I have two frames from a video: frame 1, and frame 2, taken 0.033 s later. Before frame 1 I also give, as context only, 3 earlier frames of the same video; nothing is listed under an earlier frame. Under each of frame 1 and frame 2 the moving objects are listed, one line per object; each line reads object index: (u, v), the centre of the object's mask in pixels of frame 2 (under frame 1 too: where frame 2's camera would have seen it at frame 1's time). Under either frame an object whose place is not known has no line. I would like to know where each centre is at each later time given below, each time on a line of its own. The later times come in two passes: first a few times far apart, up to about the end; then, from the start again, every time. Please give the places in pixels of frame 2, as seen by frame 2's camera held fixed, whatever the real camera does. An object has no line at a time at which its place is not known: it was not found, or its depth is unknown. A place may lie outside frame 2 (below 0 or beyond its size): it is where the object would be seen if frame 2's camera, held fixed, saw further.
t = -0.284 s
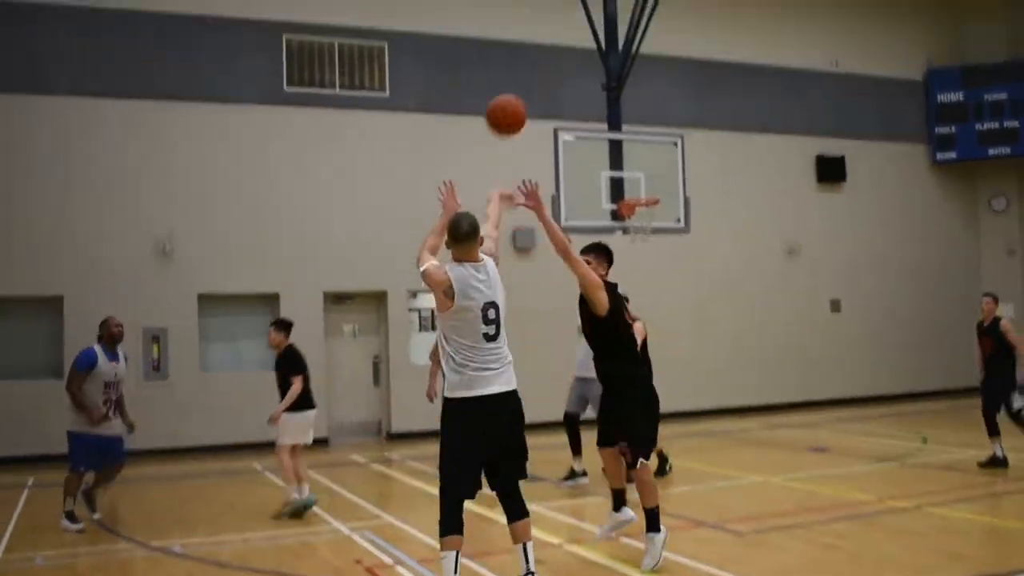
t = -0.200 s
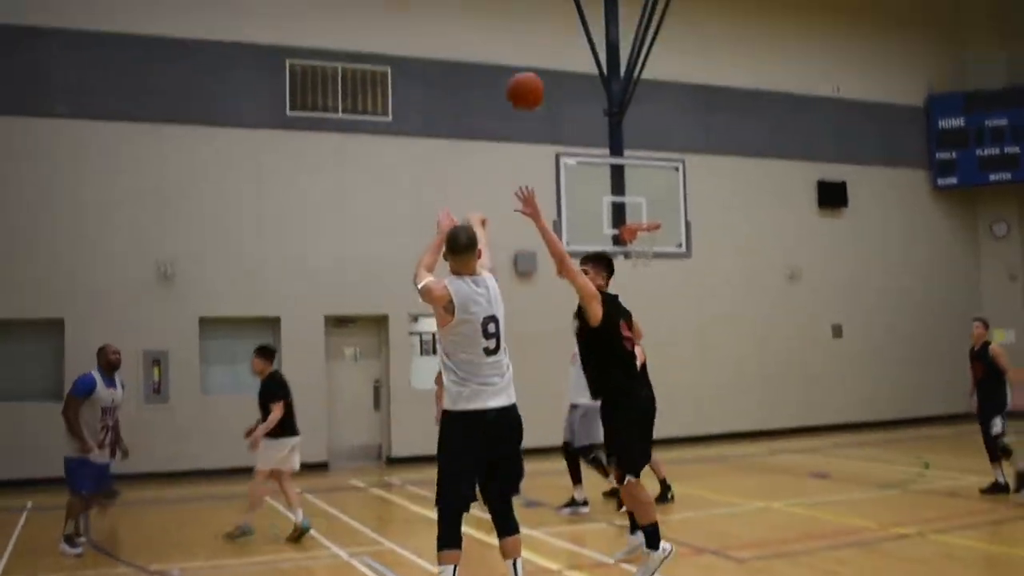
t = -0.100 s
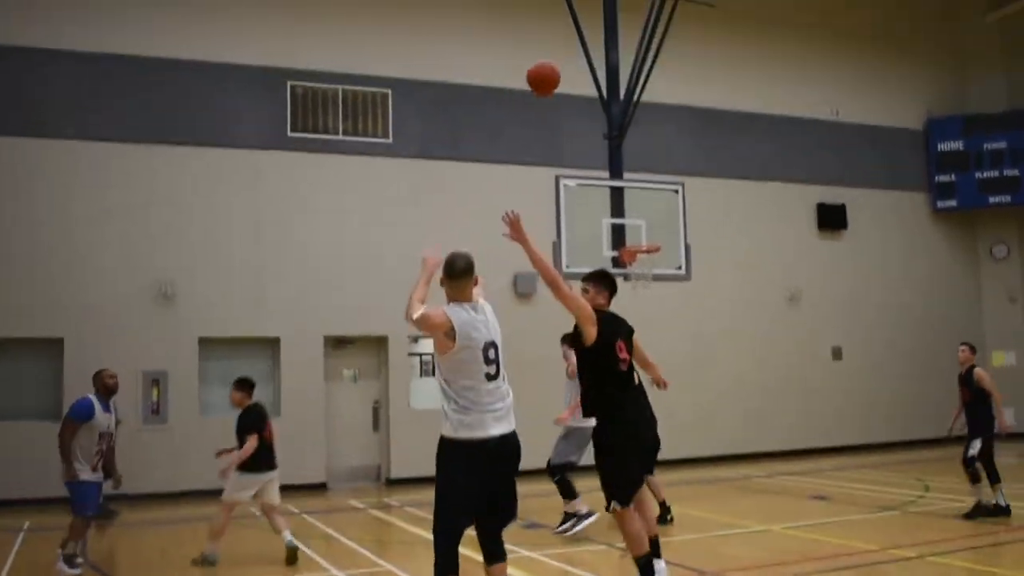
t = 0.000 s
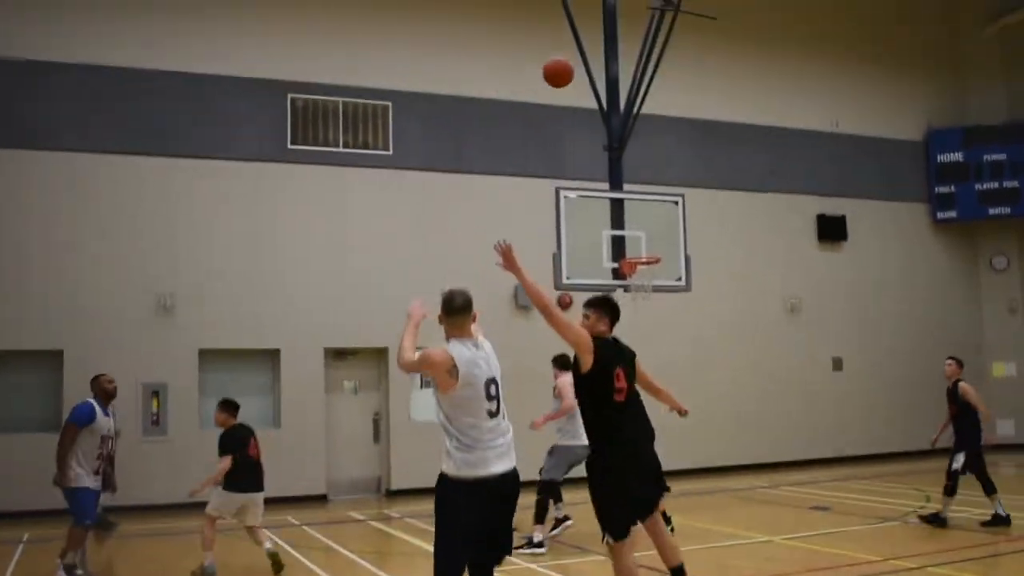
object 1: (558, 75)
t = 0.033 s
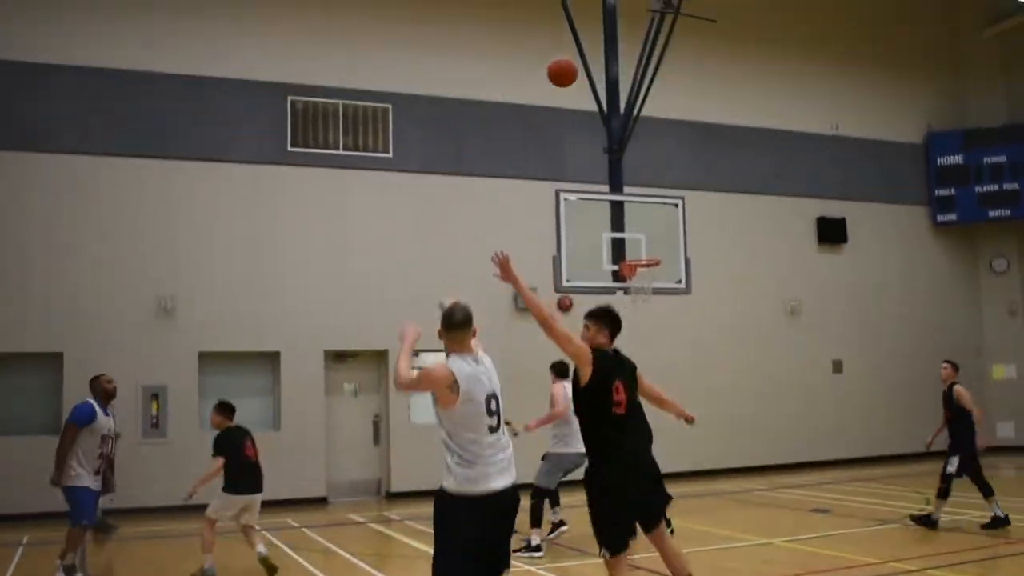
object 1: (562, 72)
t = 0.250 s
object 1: (587, 85)
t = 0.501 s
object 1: (611, 148)
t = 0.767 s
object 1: (630, 252)
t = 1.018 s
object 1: (665, 281)
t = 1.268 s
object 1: (687, 318)
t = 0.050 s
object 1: (565, 72)
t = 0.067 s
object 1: (567, 72)
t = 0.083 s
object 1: (569, 71)
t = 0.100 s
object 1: (571, 71)
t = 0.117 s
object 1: (573, 72)
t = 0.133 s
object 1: (575, 73)
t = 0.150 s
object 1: (576, 74)
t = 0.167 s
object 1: (578, 75)
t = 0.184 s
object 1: (580, 77)
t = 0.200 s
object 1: (582, 78)
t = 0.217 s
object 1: (583, 80)
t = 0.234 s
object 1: (585, 83)
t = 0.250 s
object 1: (587, 85)
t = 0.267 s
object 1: (589, 88)
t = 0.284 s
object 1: (590, 91)
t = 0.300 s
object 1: (592, 94)
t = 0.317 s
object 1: (593, 97)
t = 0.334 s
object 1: (595, 101)
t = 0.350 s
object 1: (596, 105)
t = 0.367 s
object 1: (598, 109)
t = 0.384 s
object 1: (599, 113)
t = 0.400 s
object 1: (601, 118)
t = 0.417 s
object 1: (603, 122)
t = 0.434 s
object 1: (604, 126)
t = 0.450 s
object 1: (605, 130)
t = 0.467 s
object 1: (607, 136)
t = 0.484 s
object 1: (609, 141)
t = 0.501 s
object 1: (611, 148)
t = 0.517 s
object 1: (611, 153)
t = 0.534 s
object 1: (613, 158)
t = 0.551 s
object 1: (614, 164)
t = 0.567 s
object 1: (616, 171)
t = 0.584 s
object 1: (616, 176)
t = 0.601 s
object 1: (617, 183)
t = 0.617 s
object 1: (619, 188)
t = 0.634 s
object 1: (620, 194)
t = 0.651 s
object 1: (621, 202)
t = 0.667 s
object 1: (623, 209)
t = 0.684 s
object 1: (625, 215)
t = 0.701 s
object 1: (626, 223)
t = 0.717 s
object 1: (627, 230)
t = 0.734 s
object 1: (628, 237)
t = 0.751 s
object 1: (628, 245)
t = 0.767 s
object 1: (630, 252)
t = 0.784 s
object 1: (631, 259)
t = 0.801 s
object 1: (633, 257)
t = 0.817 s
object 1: (638, 272)
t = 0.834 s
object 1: (642, 274)
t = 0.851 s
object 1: (645, 277)
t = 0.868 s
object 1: (648, 279)
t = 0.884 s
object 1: (650, 281)
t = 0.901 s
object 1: (653, 281)
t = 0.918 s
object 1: (655, 282)
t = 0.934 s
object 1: (658, 281)
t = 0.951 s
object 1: (659, 281)
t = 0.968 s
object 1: (661, 281)
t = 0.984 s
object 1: (663, 281)
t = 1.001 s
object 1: (664, 281)
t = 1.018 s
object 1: (665, 281)
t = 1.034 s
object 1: (666, 283)
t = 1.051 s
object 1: (668, 283)
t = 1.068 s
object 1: (669, 284)
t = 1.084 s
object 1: (670, 286)
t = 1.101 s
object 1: (672, 289)
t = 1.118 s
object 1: (673, 290)
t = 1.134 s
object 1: (675, 293)
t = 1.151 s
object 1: (676, 296)
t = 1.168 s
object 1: (677, 297)
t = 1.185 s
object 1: (679, 301)
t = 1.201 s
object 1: (681, 304)
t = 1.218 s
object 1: (682, 307)
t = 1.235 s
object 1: (684, 311)
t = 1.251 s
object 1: (686, 315)
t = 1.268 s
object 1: (687, 318)
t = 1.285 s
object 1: (689, 323)
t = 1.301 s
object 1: (690, 327)
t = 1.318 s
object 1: (692, 332)
